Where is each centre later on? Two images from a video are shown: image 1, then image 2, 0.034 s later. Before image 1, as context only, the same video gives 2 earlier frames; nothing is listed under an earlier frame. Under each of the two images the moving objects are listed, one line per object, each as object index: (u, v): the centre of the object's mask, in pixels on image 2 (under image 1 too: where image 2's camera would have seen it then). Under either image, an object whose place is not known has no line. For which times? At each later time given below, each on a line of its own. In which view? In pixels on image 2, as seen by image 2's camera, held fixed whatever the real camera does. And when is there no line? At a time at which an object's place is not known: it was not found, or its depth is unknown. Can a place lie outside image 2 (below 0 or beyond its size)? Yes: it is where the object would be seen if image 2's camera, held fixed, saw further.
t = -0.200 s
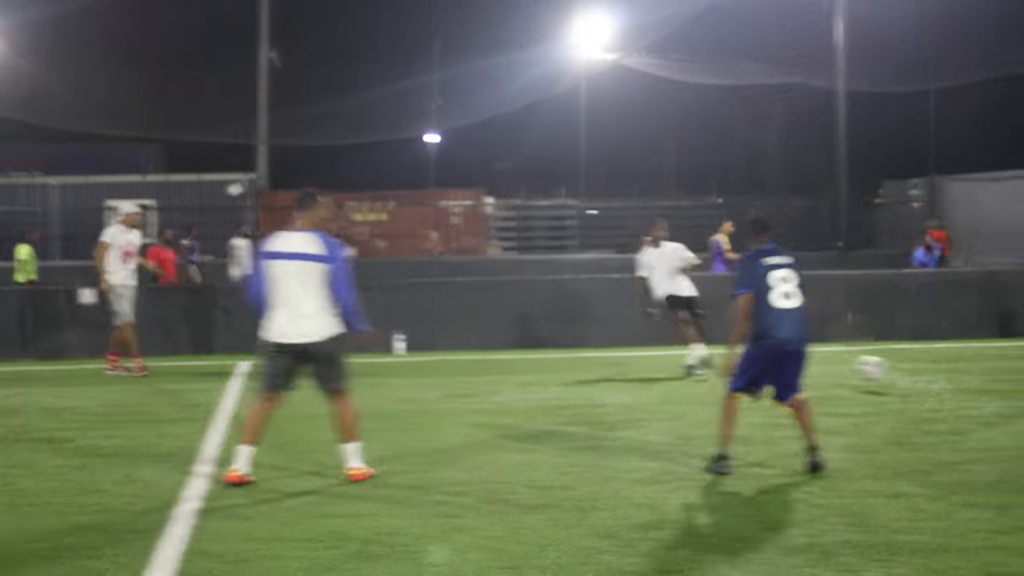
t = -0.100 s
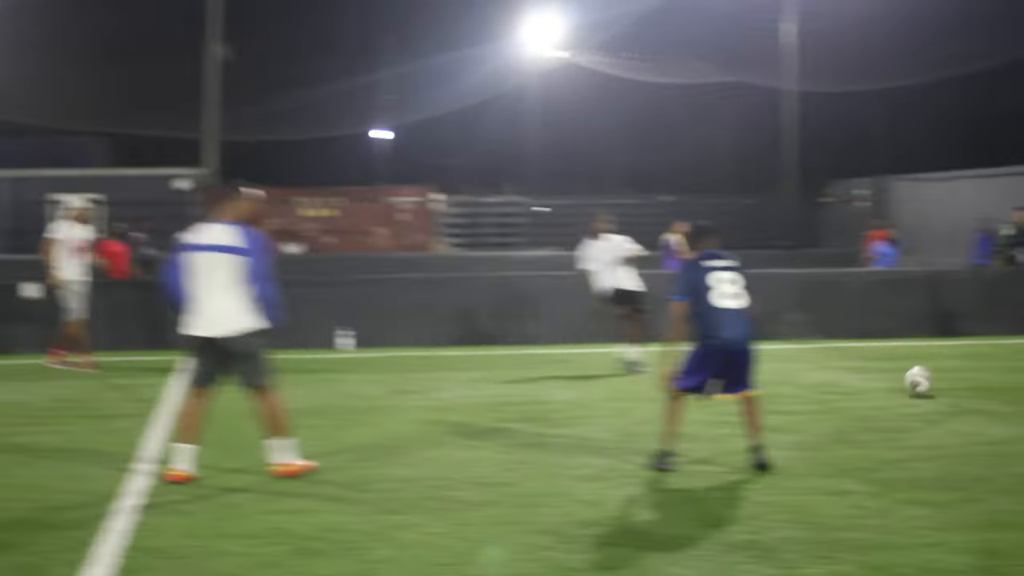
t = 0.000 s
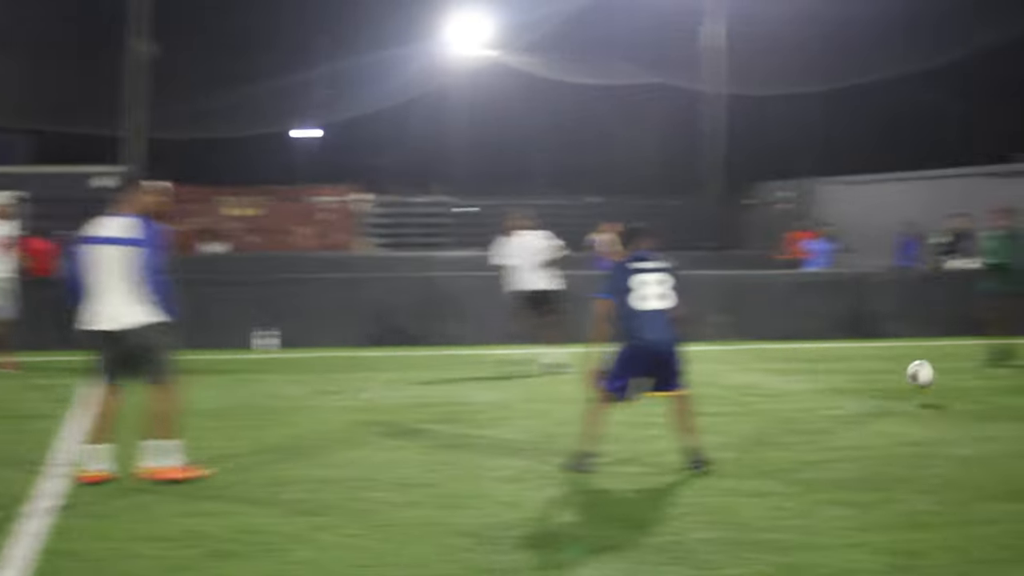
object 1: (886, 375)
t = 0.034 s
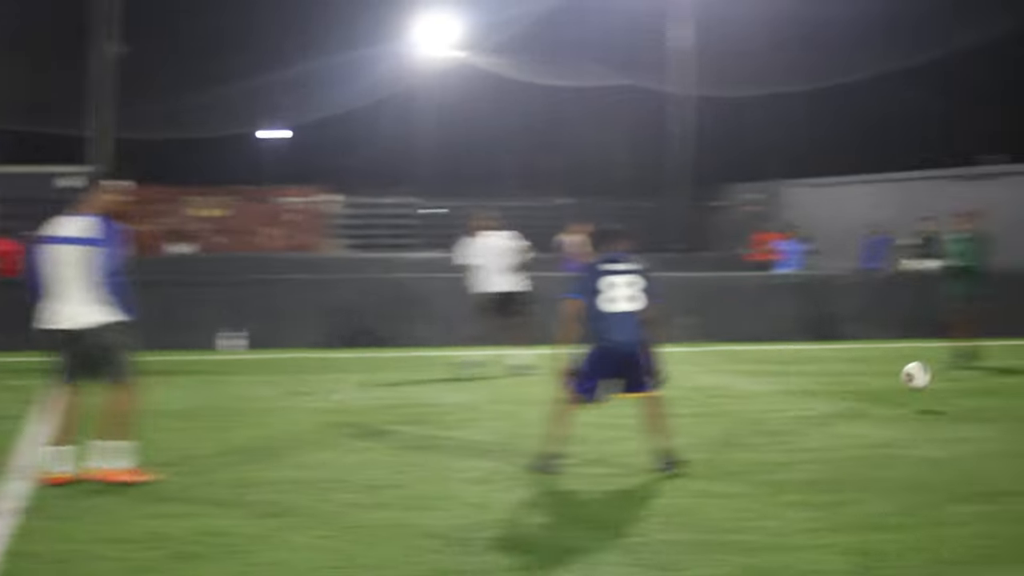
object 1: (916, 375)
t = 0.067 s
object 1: (947, 377)
